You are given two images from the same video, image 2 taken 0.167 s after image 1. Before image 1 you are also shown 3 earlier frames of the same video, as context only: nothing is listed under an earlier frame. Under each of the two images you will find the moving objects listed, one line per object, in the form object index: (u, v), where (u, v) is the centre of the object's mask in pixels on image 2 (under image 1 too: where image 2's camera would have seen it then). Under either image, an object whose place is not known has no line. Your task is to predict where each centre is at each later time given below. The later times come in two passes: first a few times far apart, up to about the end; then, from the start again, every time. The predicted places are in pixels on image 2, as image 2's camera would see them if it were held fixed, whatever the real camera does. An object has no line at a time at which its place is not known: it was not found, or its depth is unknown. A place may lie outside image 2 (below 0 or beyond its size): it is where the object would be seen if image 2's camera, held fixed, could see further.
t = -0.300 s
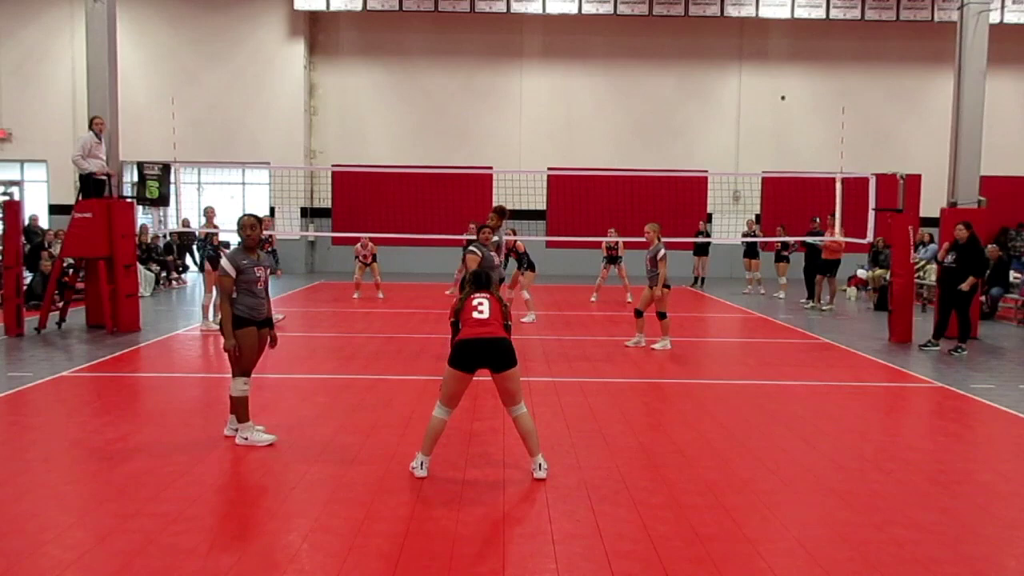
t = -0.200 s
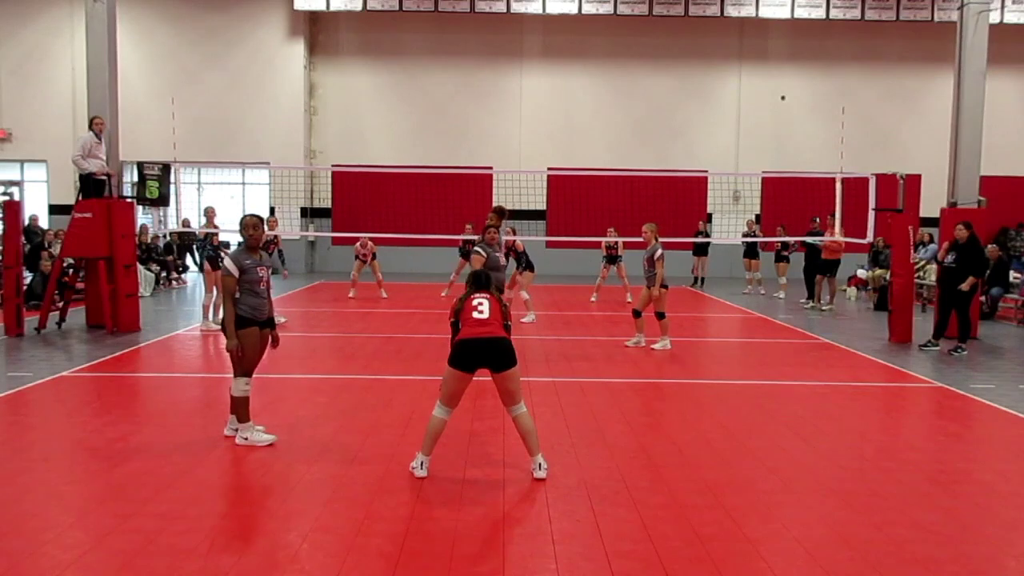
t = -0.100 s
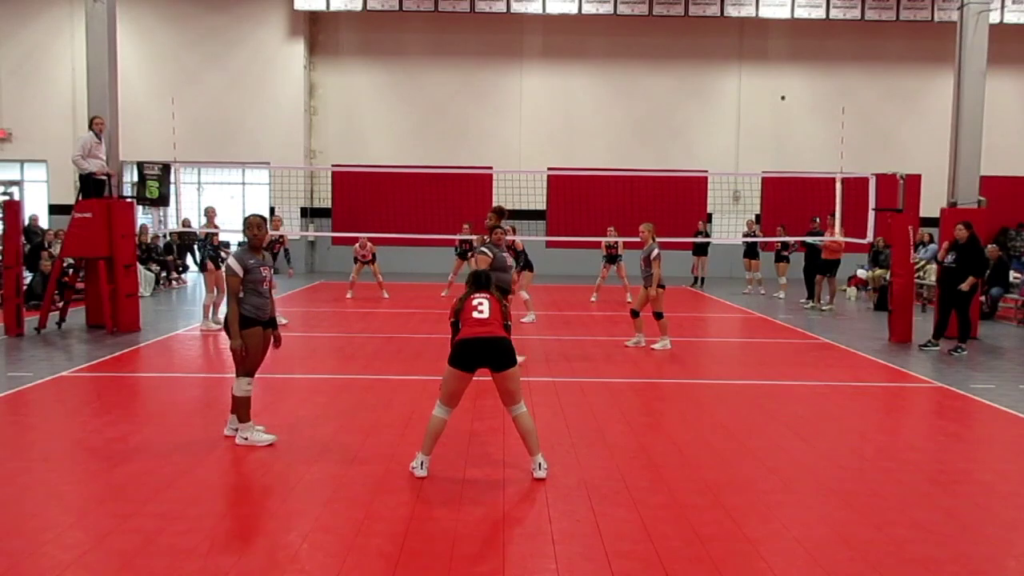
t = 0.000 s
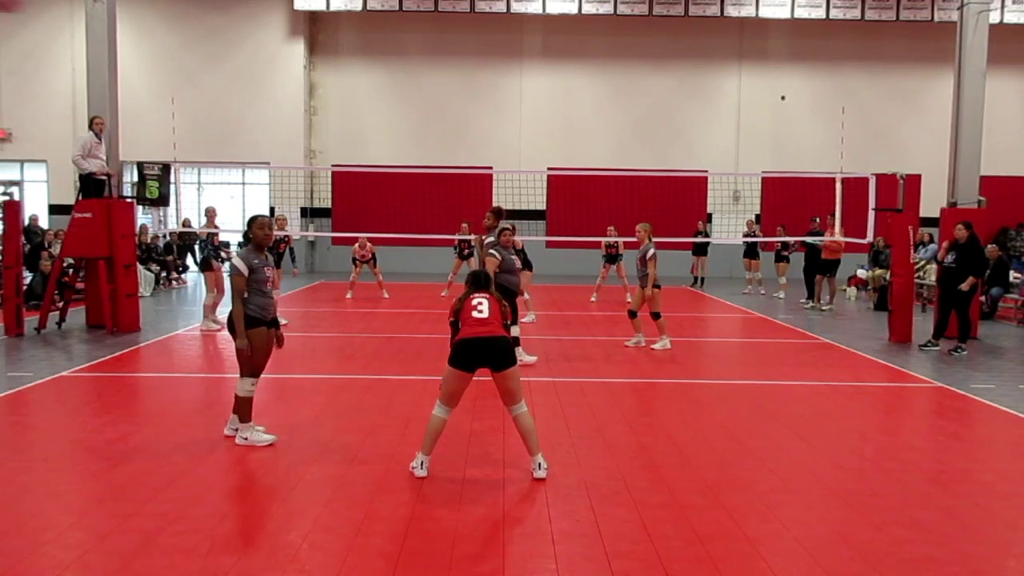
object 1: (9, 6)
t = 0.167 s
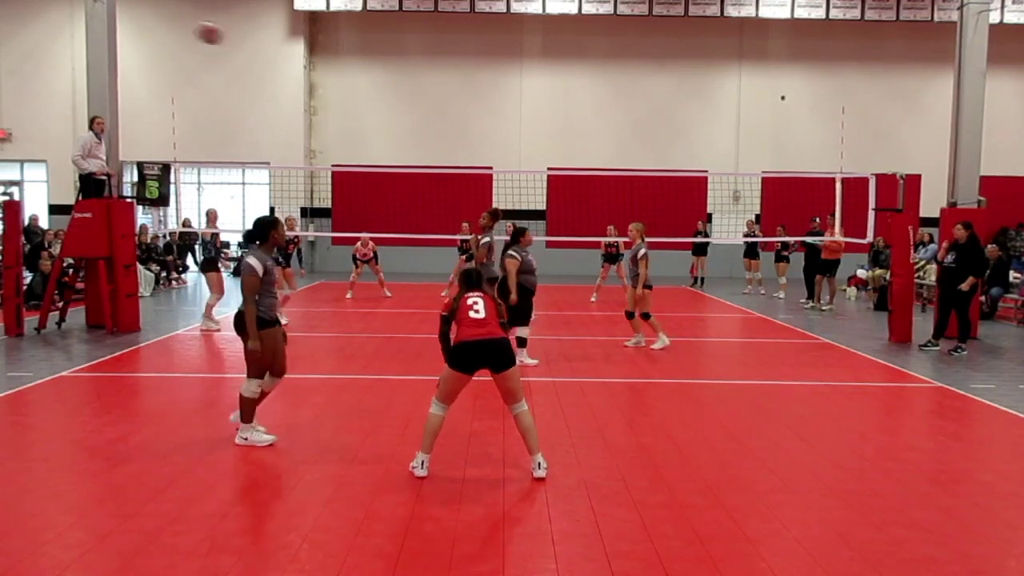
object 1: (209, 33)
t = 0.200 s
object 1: (236, 40)
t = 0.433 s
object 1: (353, 101)
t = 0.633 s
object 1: (403, 152)
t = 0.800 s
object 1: (429, 194)
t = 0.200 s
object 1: (236, 40)
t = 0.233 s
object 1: (260, 50)
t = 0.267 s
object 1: (279, 57)
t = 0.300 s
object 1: (298, 66)
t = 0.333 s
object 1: (313, 73)
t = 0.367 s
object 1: (328, 84)
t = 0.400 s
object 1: (342, 93)
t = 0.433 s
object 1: (353, 101)
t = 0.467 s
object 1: (364, 110)
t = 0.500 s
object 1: (373, 118)
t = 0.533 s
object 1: (381, 126)
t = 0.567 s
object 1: (389, 135)
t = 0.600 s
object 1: (396, 144)
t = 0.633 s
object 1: (403, 152)
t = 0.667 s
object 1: (408, 161)
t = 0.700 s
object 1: (415, 166)
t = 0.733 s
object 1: (419, 177)
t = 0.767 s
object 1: (424, 186)
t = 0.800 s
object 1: (429, 194)
